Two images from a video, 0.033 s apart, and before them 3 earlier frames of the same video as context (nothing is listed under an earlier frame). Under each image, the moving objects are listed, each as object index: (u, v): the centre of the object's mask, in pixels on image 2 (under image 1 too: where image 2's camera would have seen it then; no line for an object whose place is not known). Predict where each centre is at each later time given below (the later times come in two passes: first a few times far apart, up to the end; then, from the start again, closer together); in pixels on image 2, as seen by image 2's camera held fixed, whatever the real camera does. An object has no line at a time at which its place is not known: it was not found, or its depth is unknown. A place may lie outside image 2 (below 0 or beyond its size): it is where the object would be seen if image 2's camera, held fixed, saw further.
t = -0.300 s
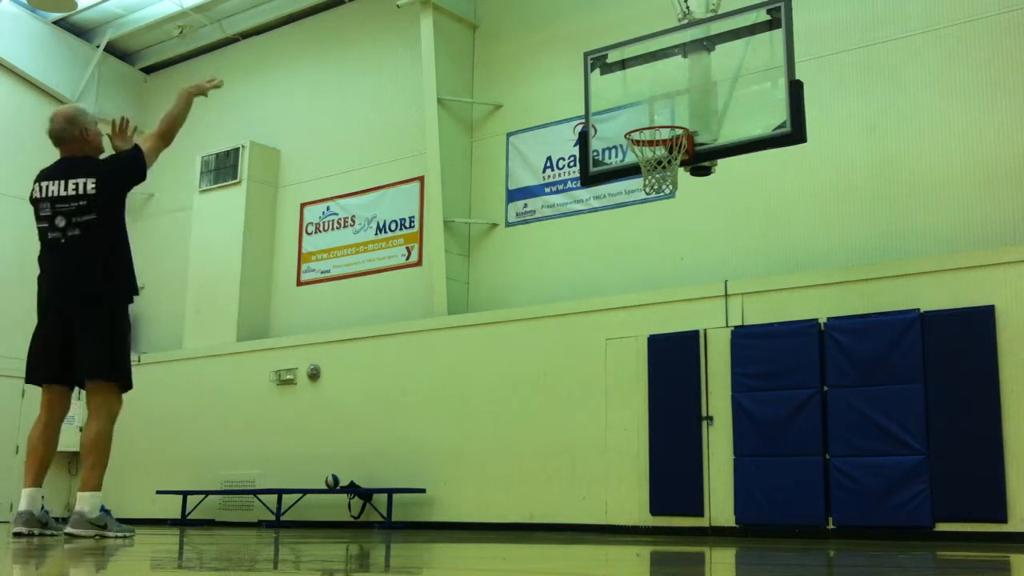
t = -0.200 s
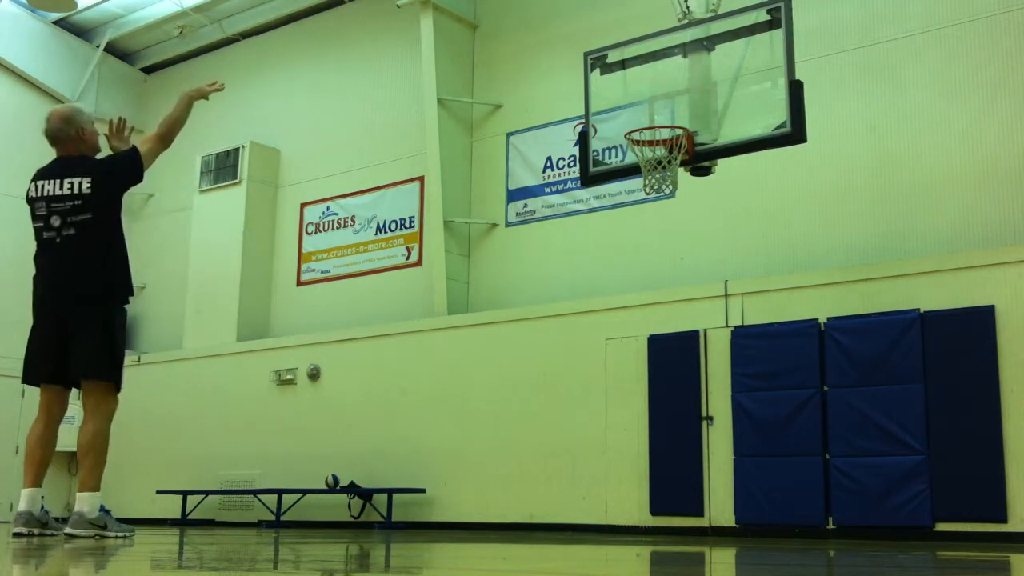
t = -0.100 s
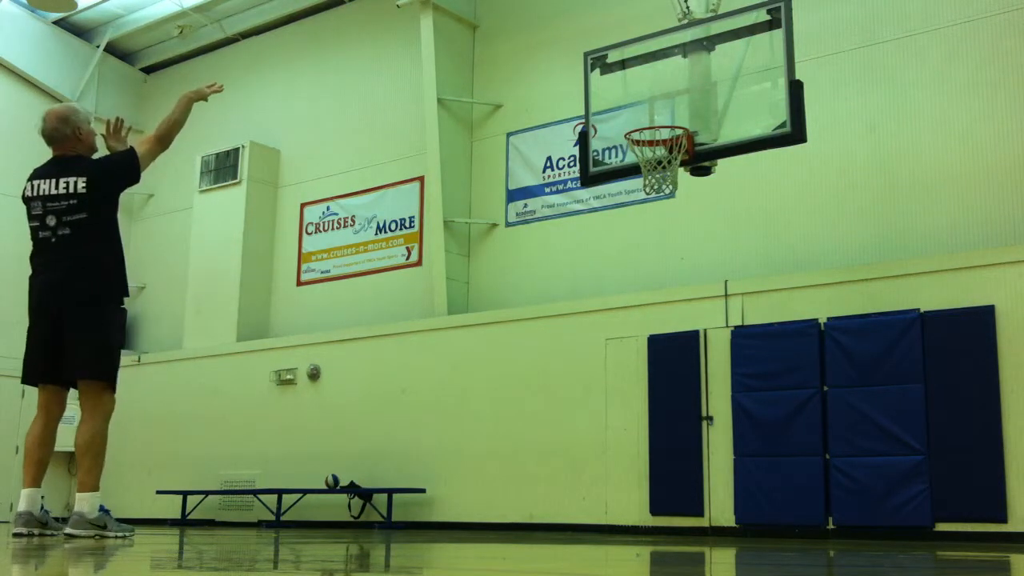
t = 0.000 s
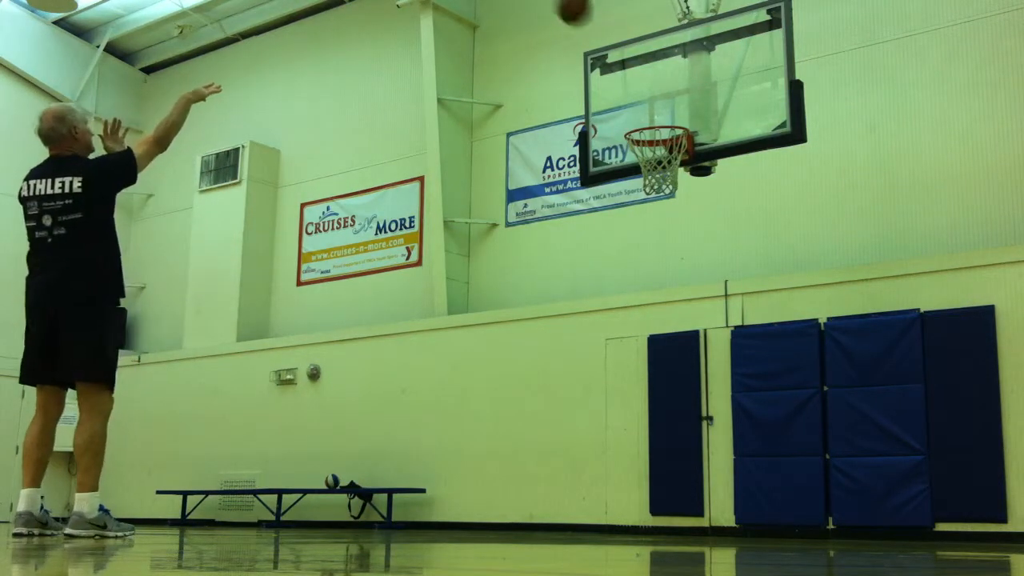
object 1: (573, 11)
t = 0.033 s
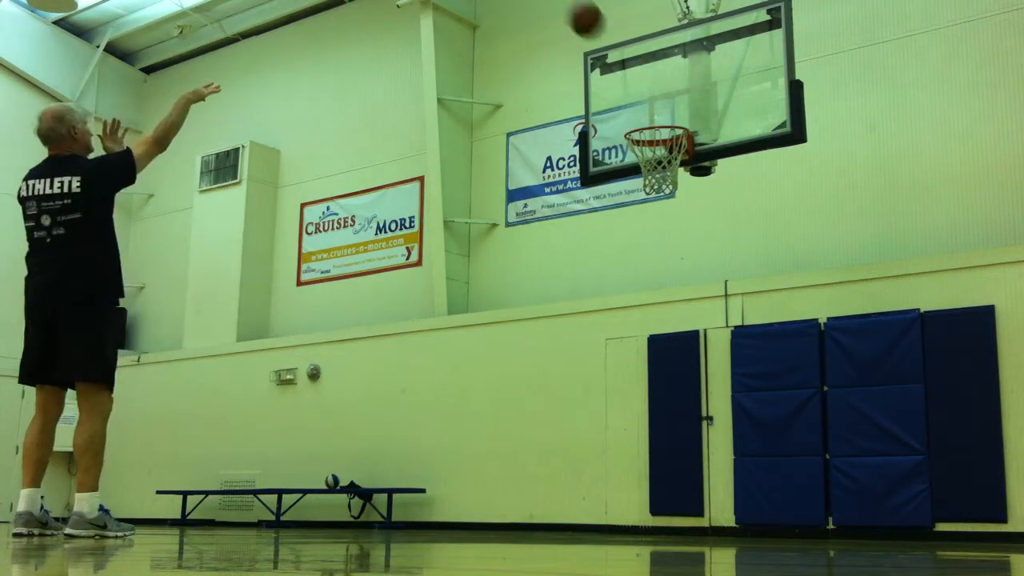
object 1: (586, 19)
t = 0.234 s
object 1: (657, 117)
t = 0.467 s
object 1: (648, 212)
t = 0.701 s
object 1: (629, 330)
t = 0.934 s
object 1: (610, 510)
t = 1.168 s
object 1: (598, 378)
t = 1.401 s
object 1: (586, 312)
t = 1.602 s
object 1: (575, 313)
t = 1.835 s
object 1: (560, 390)
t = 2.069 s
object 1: (544, 488)
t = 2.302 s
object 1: (529, 391)
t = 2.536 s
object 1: (512, 376)
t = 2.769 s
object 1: (492, 456)
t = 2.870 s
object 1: (482, 515)
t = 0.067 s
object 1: (598, 32)
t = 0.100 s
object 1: (611, 46)
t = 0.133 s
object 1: (623, 64)
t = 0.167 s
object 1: (634, 82)
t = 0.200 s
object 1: (646, 99)
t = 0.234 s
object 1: (657, 117)
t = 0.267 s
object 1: (666, 139)
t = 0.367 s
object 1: (659, 188)
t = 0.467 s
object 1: (648, 212)
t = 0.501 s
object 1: (645, 224)
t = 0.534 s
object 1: (642, 238)
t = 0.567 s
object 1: (640, 253)
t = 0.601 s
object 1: (637, 270)
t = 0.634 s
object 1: (635, 287)
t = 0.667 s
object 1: (632, 309)
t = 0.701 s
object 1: (629, 330)
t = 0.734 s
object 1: (627, 354)
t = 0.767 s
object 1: (624, 379)
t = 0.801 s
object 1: (621, 408)
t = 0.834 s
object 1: (618, 438)
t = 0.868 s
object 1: (616, 468)
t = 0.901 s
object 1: (613, 502)
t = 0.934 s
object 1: (610, 510)
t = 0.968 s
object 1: (609, 490)
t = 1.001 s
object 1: (607, 467)
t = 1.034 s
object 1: (605, 448)
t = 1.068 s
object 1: (604, 428)
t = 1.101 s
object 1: (602, 410)
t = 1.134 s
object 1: (600, 393)
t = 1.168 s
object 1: (598, 378)
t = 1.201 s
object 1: (597, 365)
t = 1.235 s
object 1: (595, 353)
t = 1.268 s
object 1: (593, 342)
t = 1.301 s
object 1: (592, 332)
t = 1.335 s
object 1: (590, 324)
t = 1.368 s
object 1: (588, 318)
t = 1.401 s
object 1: (586, 312)
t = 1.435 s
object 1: (585, 309)
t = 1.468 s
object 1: (583, 306)
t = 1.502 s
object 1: (581, 306)
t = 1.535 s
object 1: (579, 307)
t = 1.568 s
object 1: (577, 309)
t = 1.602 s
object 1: (575, 313)
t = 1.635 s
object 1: (573, 319)
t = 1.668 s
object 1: (571, 326)
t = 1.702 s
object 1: (569, 336)
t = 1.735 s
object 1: (567, 347)
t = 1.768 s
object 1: (565, 359)
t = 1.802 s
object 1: (563, 373)
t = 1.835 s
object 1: (560, 390)
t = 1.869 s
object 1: (558, 410)
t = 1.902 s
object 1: (556, 430)
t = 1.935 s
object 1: (553, 453)
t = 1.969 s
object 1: (551, 479)
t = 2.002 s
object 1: (549, 507)
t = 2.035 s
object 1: (546, 507)
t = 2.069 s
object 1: (544, 488)
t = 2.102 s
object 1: (542, 469)
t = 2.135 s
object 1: (540, 452)
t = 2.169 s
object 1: (537, 437)
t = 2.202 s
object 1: (535, 423)
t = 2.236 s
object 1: (533, 411)
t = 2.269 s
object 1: (531, 400)
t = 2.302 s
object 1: (529, 391)
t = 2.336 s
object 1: (526, 384)
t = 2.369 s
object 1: (524, 378)
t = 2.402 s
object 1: (522, 374)
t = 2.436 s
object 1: (519, 372)
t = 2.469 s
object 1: (517, 372)
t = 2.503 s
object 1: (514, 373)
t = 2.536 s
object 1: (512, 376)
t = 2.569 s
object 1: (509, 381)
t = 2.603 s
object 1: (506, 389)
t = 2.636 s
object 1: (504, 397)
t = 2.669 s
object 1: (501, 409)
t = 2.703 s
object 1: (498, 422)
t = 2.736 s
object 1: (495, 438)
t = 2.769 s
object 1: (492, 456)
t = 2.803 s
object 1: (488, 476)
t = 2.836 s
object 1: (485, 498)
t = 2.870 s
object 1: (482, 515)
